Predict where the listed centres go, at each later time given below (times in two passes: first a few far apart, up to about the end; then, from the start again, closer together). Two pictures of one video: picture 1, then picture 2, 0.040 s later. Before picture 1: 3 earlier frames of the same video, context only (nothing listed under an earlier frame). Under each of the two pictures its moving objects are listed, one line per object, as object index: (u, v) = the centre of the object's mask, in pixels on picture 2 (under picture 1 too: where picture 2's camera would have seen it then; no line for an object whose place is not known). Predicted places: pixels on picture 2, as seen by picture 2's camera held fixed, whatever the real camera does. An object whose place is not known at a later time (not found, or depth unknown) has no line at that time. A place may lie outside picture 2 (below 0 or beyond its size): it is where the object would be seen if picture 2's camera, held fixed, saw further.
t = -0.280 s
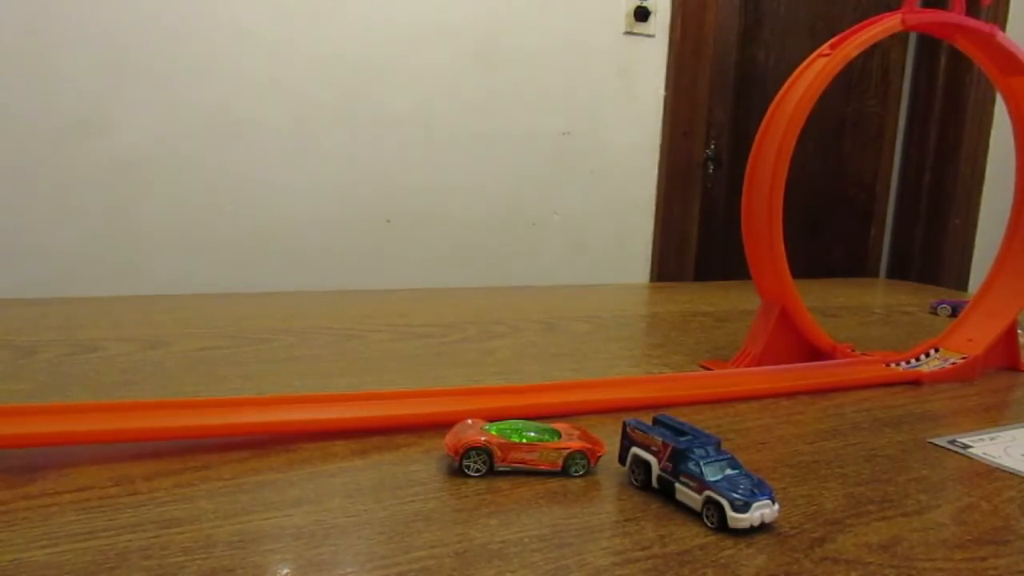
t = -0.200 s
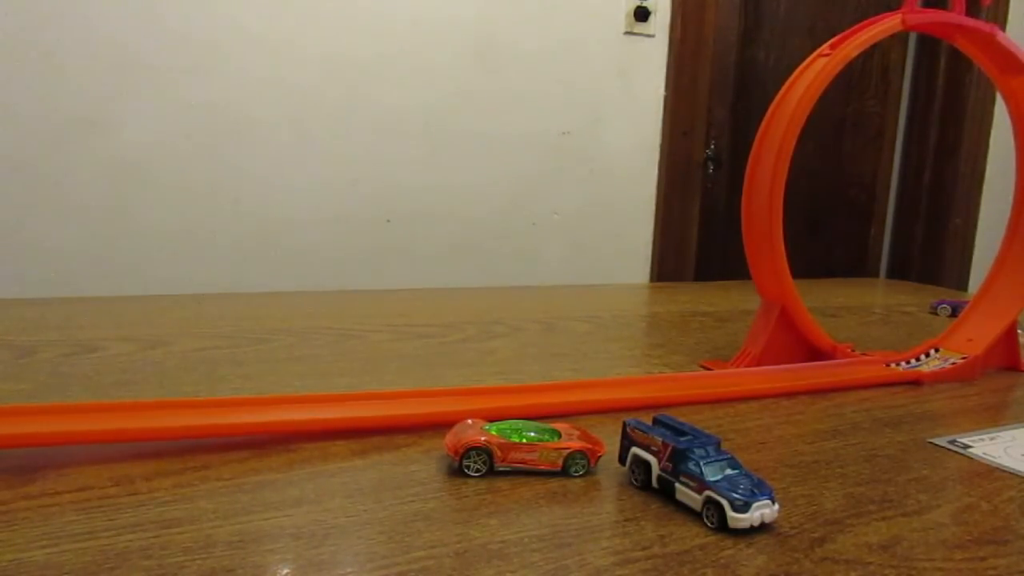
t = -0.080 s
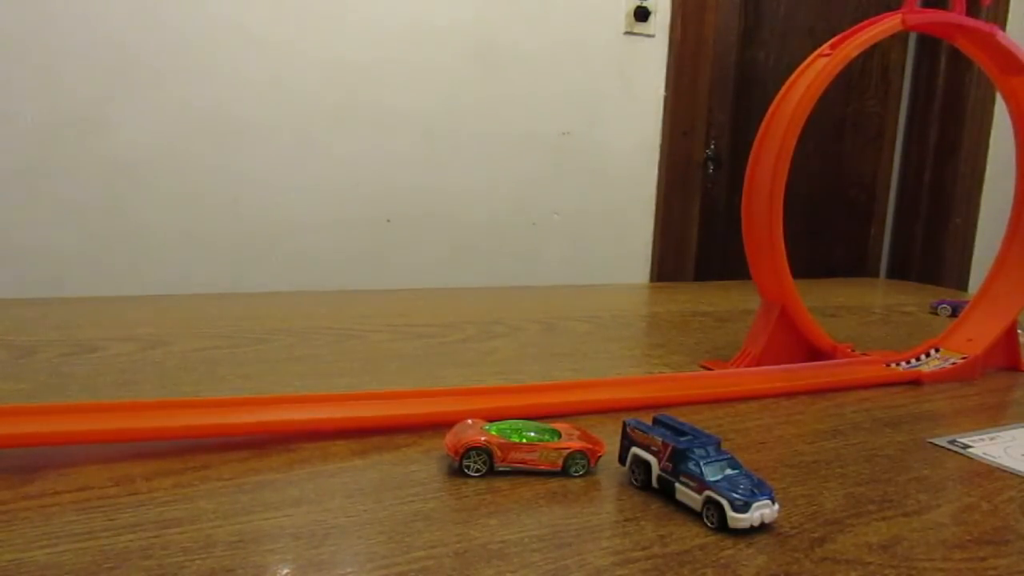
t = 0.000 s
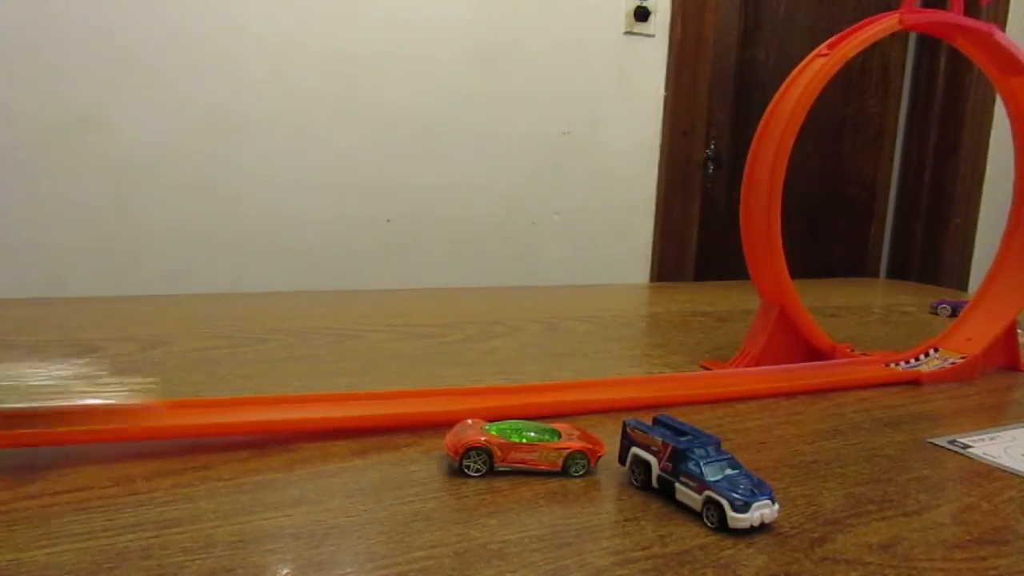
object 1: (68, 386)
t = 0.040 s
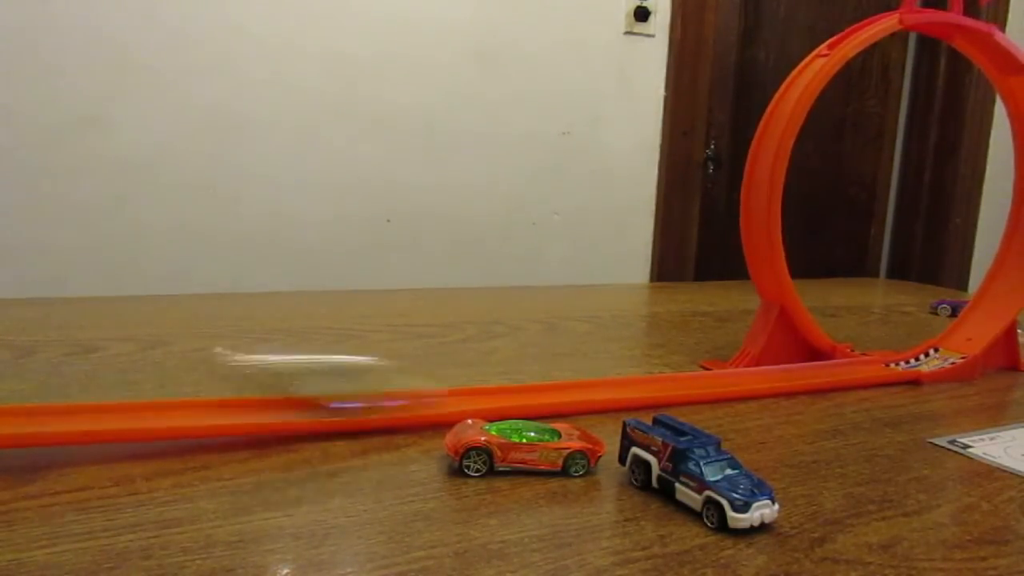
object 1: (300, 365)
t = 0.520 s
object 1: (788, 344)
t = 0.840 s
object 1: (939, 442)
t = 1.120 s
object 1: (996, 520)
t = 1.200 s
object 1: (1016, 532)
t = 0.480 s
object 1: (788, 249)
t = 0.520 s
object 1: (788, 344)
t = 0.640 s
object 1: (836, 375)
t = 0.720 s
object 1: (877, 404)
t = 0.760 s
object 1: (894, 420)
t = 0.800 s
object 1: (913, 431)
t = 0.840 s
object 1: (939, 442)
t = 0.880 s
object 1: (953, 453)
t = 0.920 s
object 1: (973, 466)
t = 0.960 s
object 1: (993, 488)
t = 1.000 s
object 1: (991, 503)
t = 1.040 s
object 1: (989, 509)
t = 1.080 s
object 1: (990, 516)
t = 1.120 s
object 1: (996, 520)
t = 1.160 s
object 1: (1007, 524)
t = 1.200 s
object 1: (1016, 532)
